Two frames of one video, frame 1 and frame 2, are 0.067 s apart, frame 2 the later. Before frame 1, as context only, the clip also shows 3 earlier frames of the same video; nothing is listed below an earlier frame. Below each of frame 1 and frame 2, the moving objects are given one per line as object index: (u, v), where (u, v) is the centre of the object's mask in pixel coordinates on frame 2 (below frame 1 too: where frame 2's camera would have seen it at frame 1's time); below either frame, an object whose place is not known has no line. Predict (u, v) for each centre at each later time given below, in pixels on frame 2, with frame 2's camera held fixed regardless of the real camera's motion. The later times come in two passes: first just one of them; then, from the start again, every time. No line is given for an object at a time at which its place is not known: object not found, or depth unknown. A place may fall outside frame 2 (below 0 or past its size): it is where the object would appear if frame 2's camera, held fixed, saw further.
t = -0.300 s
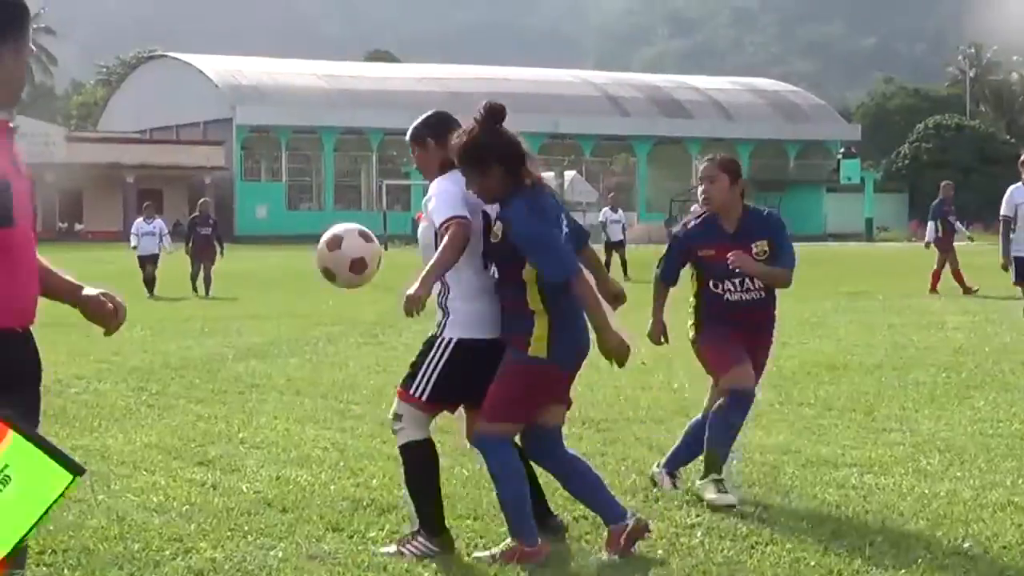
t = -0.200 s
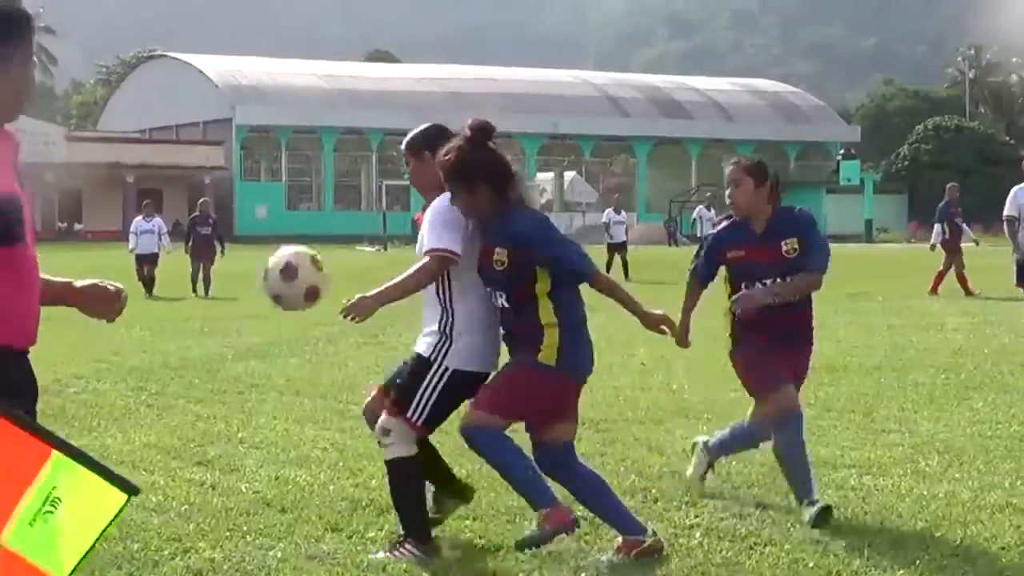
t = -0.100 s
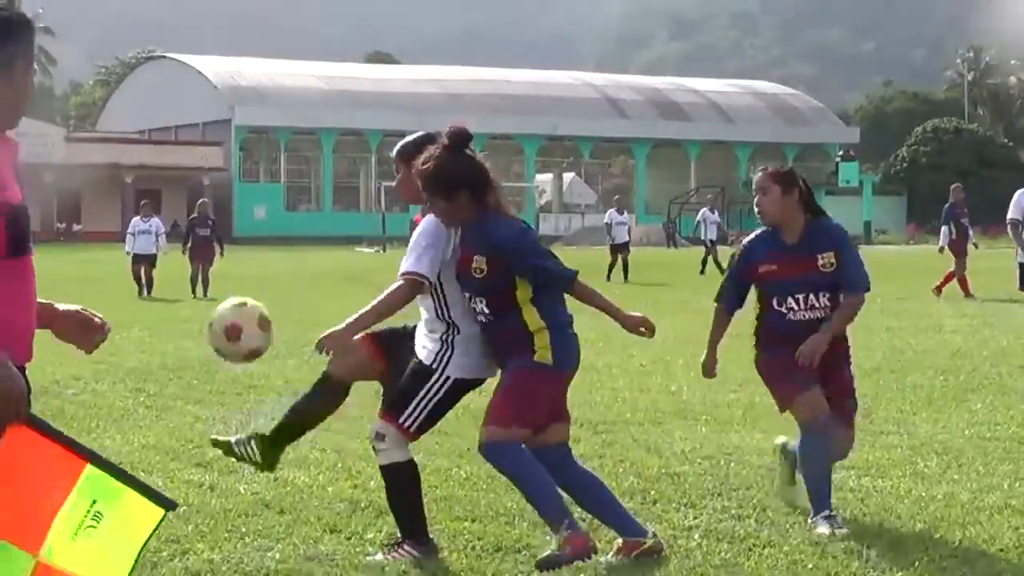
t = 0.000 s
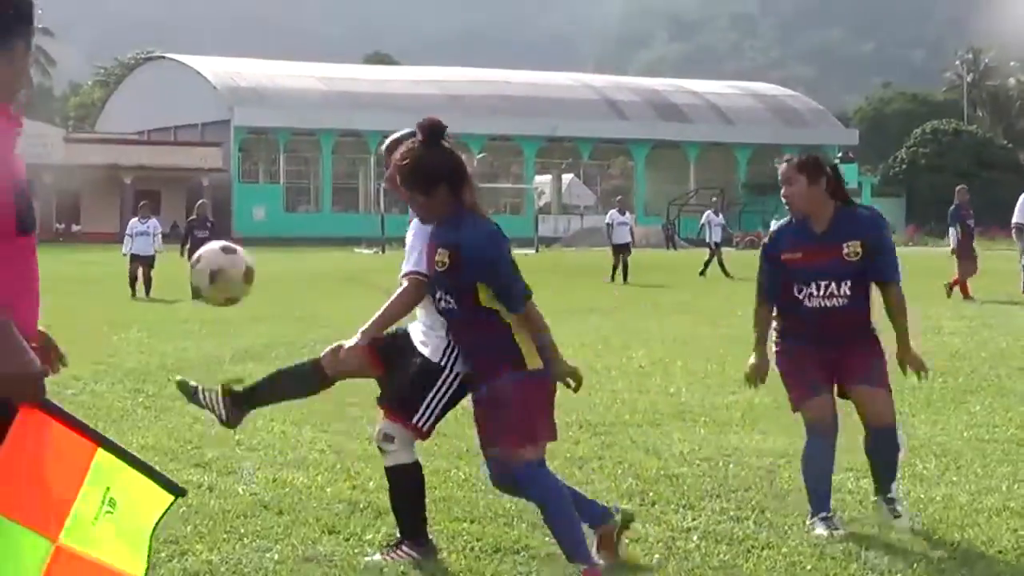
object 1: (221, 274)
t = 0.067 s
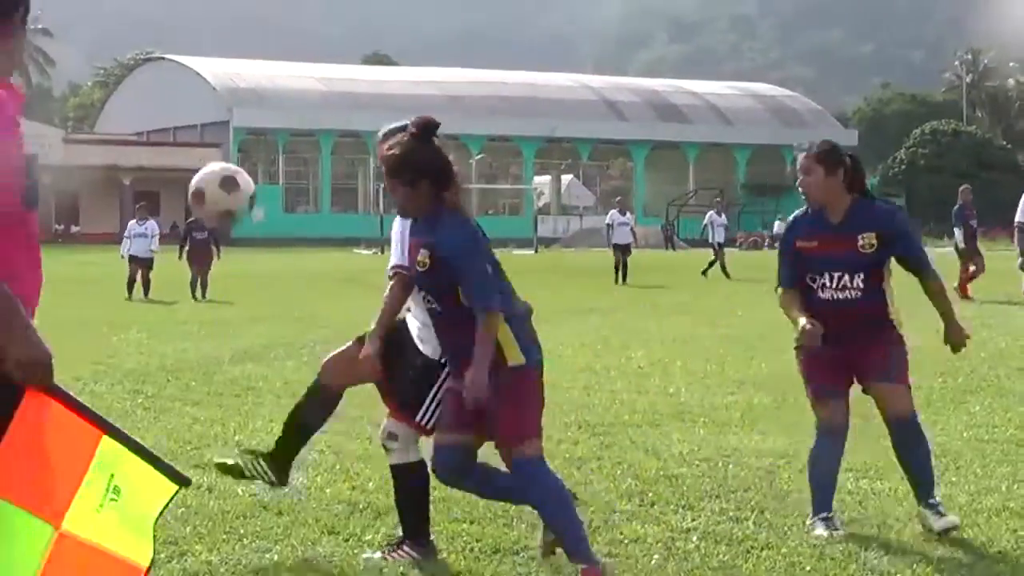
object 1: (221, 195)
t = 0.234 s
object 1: (228, 49)
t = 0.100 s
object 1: (222, 158)
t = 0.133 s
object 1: (224, 127)
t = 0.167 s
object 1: (225, 99)
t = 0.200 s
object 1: (227, 72)
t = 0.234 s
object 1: (228, 49)
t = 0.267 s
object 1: (230, 29)
